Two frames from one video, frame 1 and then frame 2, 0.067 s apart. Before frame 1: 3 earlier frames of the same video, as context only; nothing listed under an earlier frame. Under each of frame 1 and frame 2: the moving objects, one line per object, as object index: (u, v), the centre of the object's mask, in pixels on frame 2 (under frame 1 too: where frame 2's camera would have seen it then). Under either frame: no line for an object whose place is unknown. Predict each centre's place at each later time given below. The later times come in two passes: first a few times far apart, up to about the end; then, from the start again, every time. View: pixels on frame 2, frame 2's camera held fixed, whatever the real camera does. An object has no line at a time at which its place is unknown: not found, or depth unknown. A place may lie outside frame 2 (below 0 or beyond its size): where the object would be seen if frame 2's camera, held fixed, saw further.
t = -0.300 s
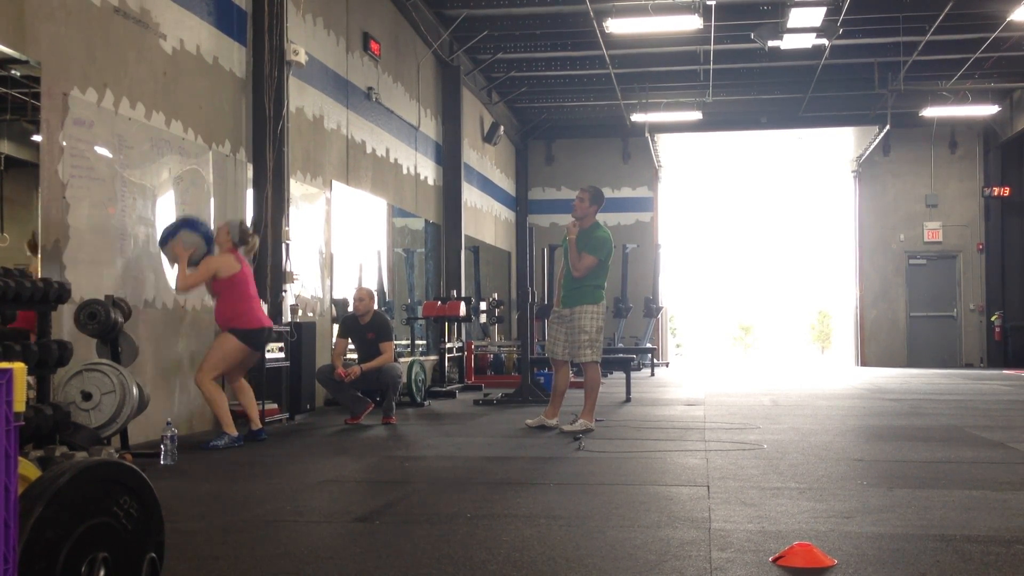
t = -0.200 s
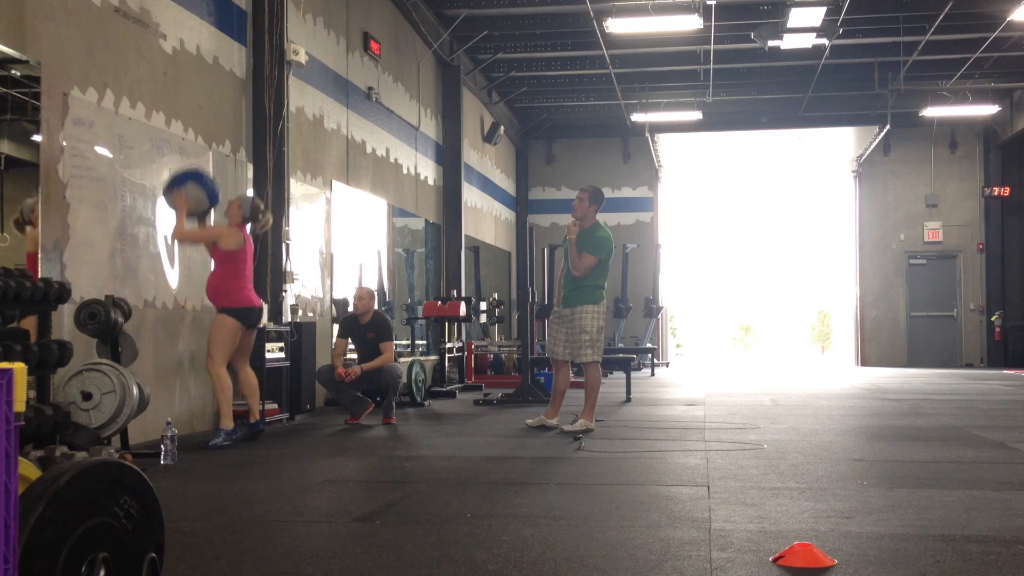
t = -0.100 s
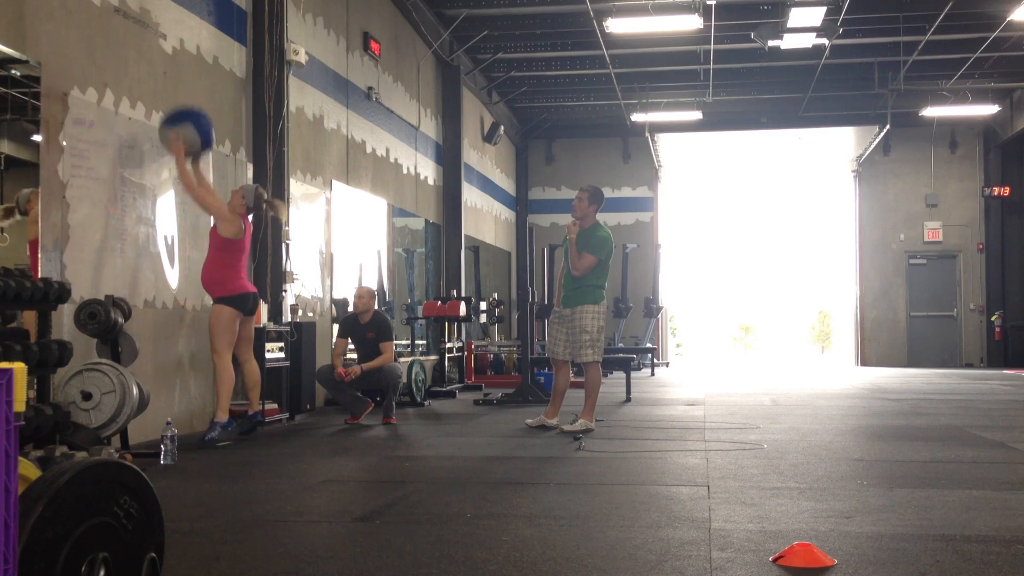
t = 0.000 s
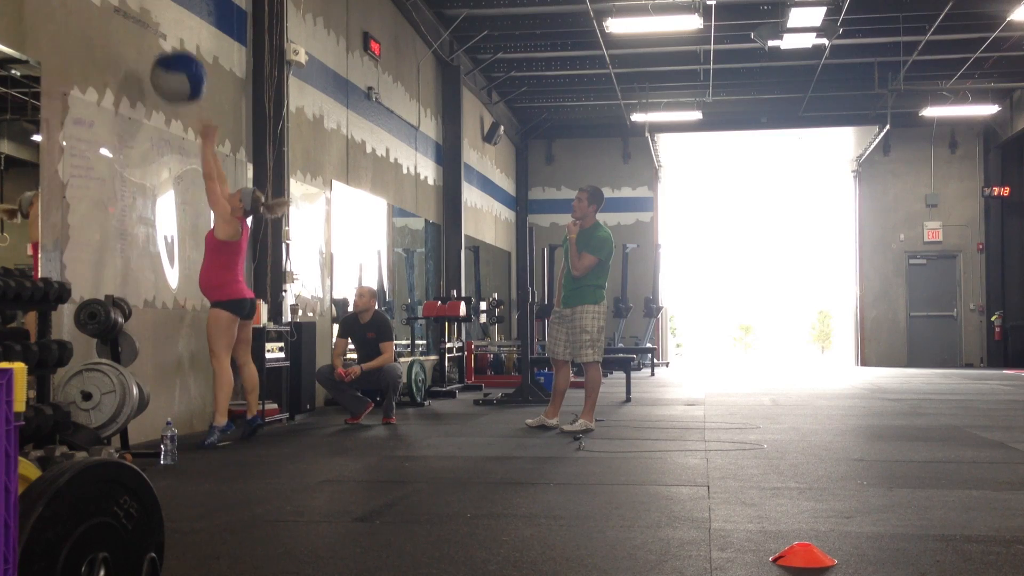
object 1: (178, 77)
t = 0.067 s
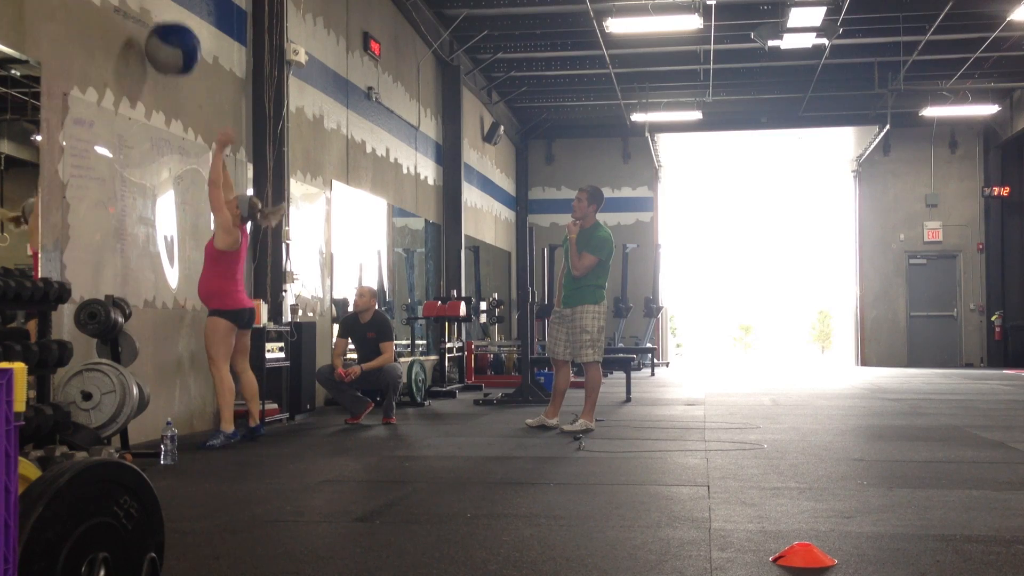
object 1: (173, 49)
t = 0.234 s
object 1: (165, 15)
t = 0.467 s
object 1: (177, 28)
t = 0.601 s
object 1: (184, 77)
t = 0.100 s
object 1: (170, 37)
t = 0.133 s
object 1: (167, 26)
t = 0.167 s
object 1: (164, 20)
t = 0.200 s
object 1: (164, 17)
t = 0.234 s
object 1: (165, 15)
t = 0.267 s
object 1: (167, 15)
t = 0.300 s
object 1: (168, 14)
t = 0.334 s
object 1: (170, 15)
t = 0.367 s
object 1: (172, 17)
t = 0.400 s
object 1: (173, 19)
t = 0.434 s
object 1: (175, 22)
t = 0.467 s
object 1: (177, 28)
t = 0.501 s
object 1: (179, 38)
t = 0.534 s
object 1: (180, 50)
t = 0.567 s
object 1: (182, 63)
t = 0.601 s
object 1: (184, 77)
